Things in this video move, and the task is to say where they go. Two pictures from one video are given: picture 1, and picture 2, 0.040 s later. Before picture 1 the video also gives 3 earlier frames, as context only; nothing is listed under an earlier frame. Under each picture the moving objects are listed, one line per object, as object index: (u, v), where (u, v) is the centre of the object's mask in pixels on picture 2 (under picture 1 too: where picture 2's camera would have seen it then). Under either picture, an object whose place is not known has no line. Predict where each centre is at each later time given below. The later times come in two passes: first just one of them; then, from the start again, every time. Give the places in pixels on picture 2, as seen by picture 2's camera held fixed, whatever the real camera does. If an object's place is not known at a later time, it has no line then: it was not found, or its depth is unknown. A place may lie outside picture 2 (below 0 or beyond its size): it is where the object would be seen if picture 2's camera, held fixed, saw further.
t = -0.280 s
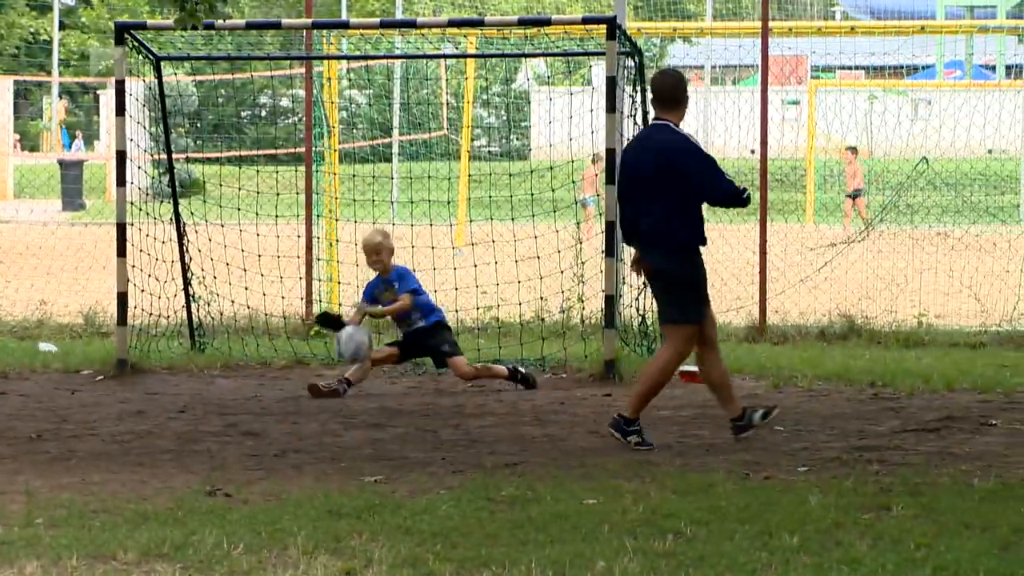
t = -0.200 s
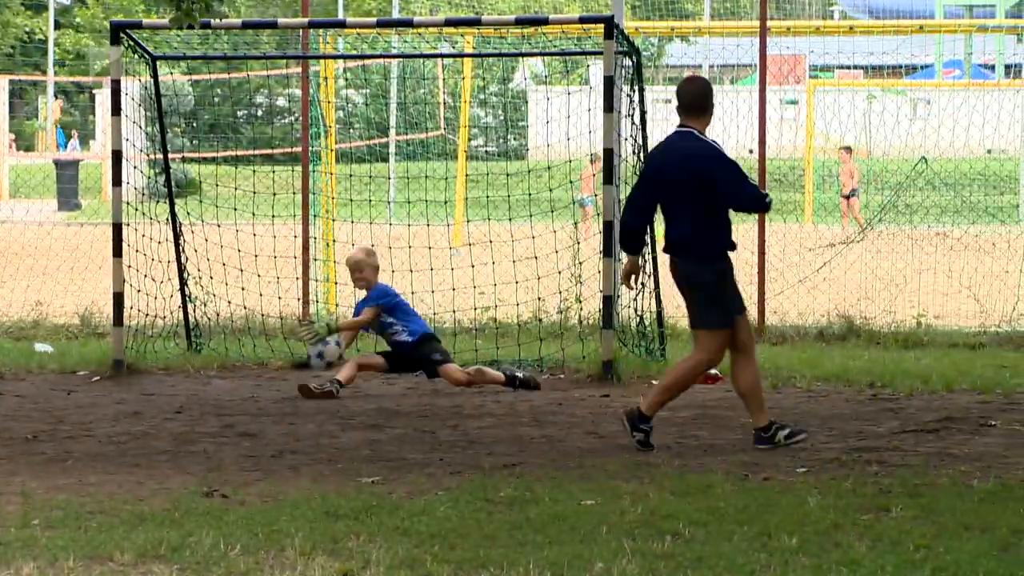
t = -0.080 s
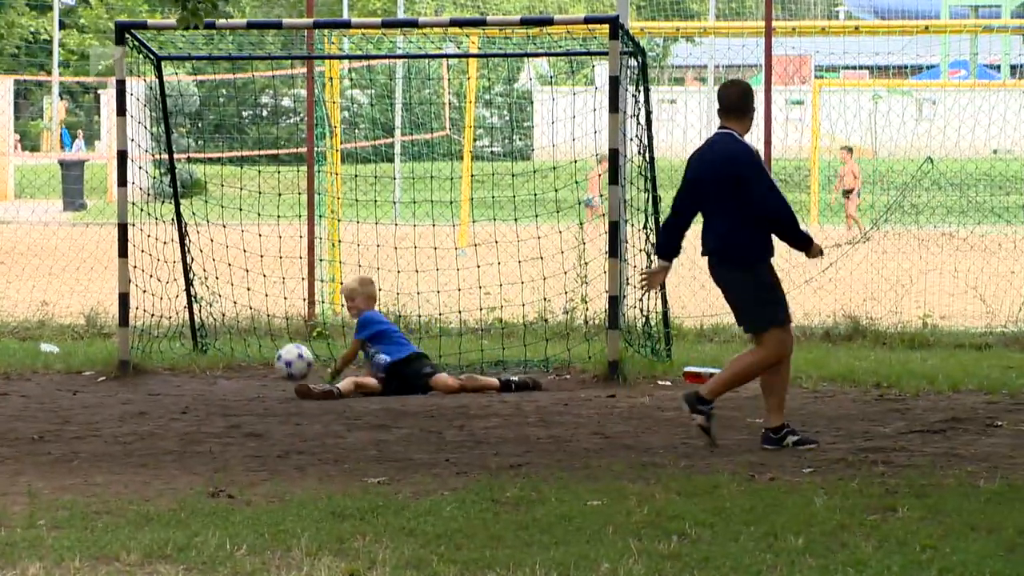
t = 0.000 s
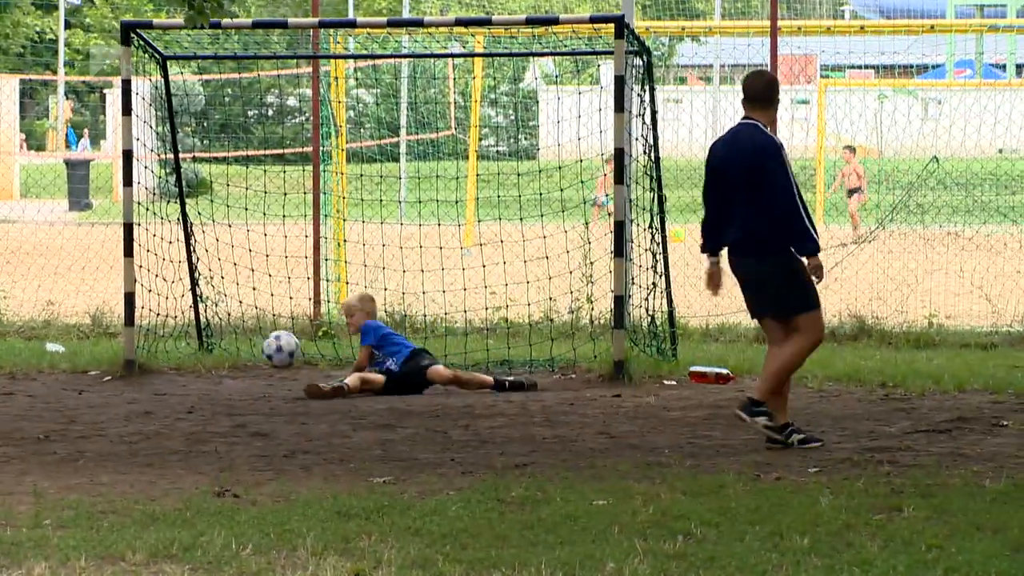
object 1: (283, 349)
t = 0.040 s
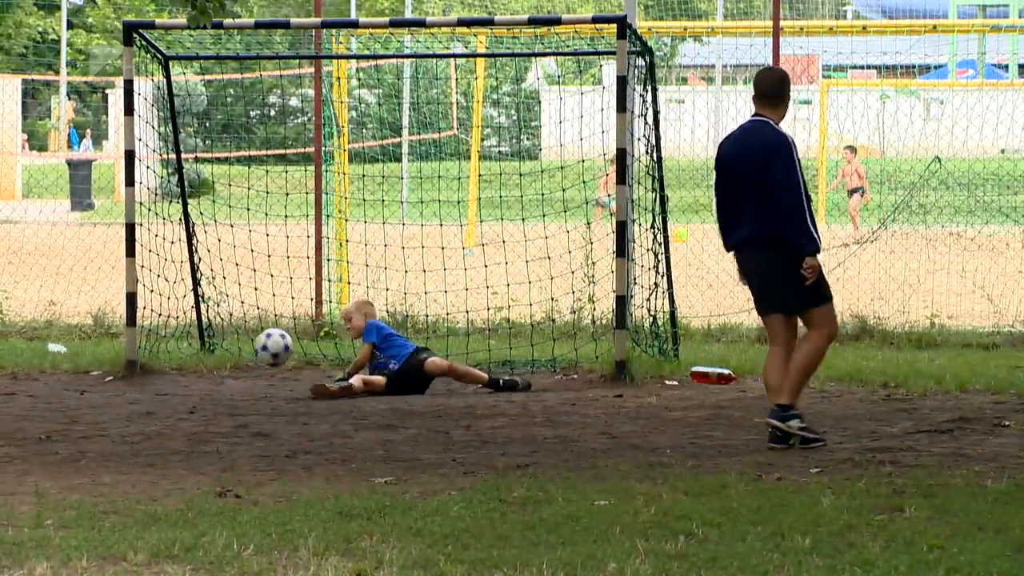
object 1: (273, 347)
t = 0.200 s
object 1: (237, 364)
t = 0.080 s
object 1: (265, 347)
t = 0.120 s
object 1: (256, 350)
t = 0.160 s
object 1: (247, 355)
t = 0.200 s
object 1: (237, 364)
